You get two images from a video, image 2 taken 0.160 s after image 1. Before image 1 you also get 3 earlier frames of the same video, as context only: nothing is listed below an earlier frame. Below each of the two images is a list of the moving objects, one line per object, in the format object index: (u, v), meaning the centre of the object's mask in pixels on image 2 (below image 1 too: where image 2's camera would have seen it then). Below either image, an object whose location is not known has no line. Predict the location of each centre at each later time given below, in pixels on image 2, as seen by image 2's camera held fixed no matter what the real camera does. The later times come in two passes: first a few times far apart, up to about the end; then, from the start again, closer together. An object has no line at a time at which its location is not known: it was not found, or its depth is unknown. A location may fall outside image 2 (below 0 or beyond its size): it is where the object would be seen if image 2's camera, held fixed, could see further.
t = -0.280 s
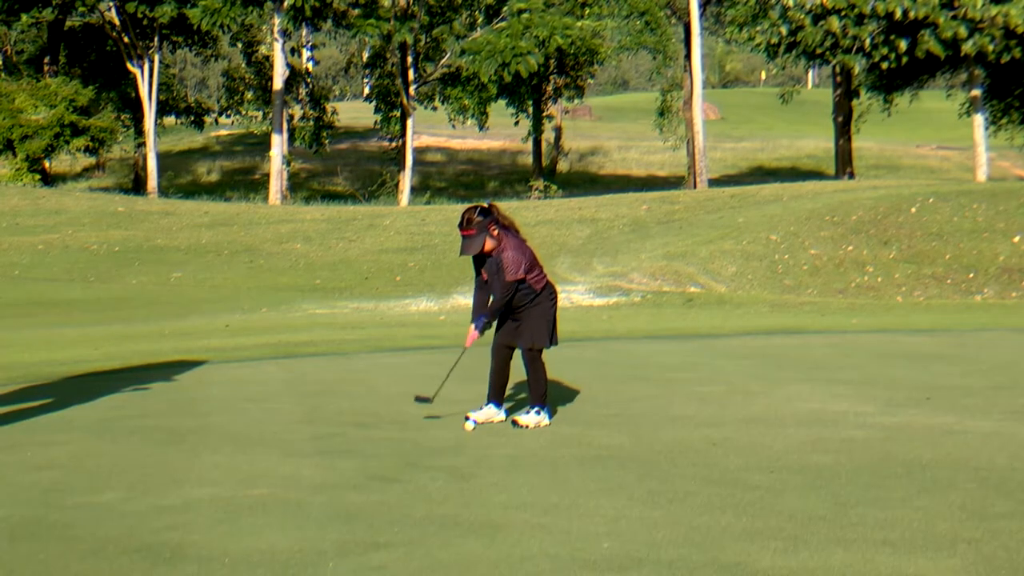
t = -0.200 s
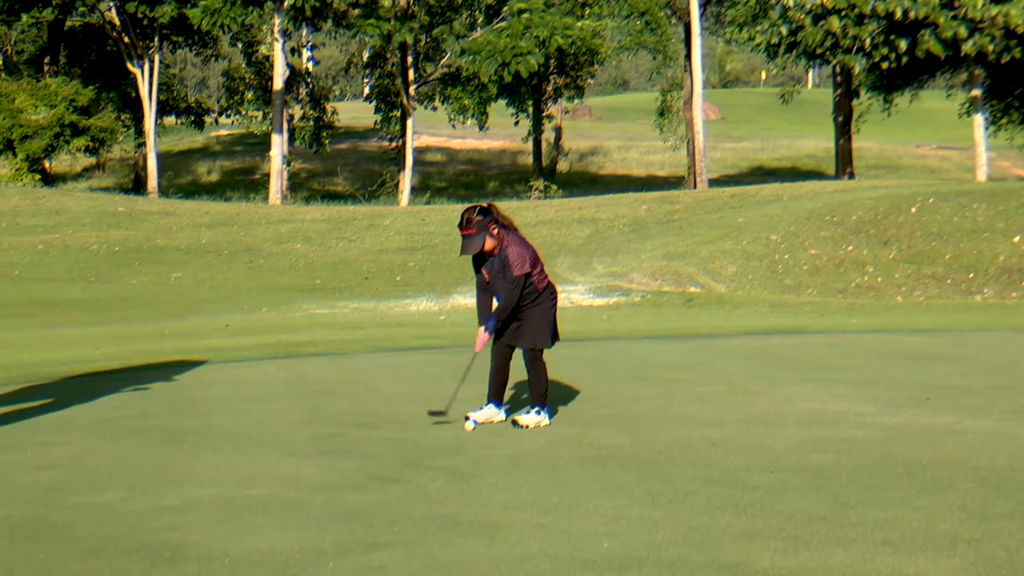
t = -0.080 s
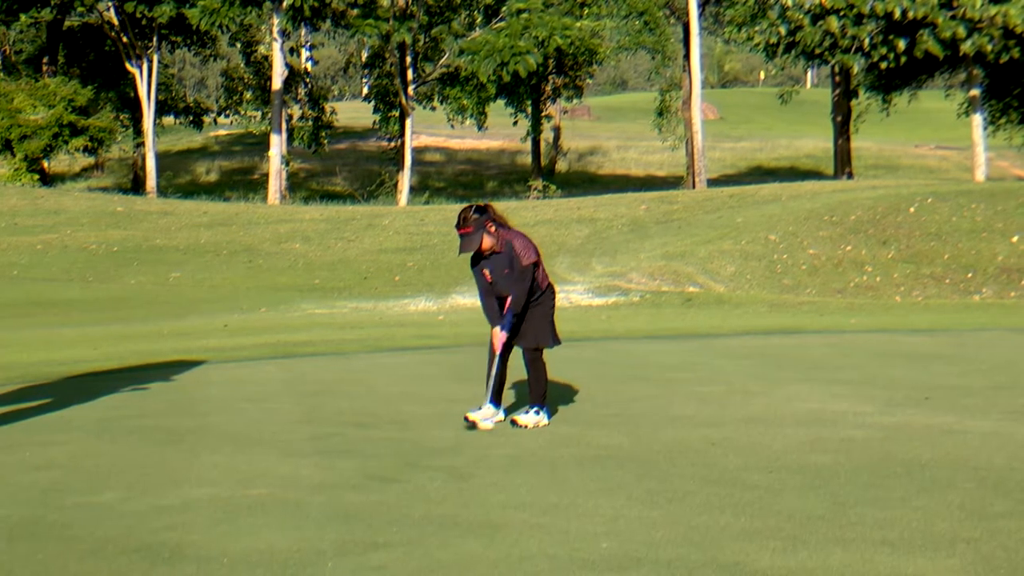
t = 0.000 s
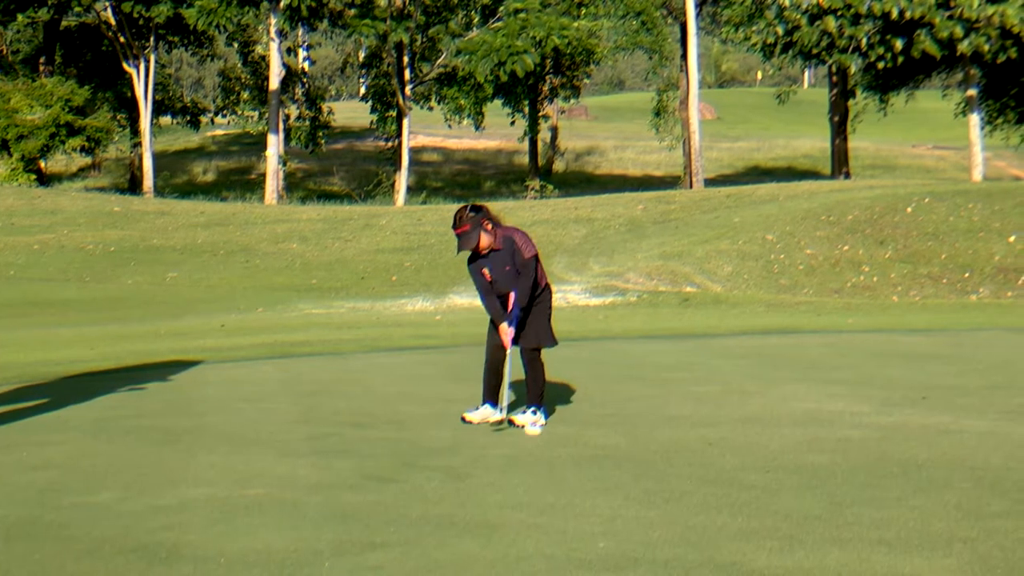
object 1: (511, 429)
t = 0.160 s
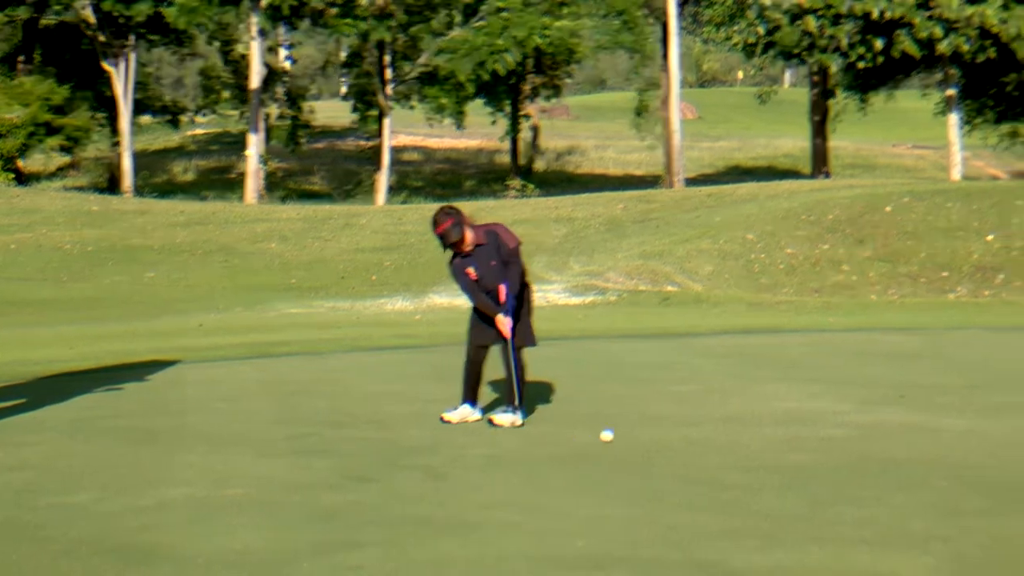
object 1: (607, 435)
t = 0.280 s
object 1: (675, 444)
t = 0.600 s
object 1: (853, 460)
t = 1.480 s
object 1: (1412, 526)
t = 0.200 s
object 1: (630, 438)
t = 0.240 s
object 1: (652, 441)
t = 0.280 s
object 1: (675, 444)
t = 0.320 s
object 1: (696, 444)
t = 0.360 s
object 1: (718, 446)
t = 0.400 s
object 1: (740, 450)
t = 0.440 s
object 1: (762, 452)
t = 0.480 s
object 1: (784, 454)
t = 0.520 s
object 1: (807, 455)
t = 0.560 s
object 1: (830, 458)
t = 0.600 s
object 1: (853, 460)
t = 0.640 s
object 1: (876, 462)
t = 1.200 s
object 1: (1220, 501)
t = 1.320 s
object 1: (1300, 512)
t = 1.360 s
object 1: (1328, 516)
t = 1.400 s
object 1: (1355, 519)
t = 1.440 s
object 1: (1384, 522)
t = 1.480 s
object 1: (1412, 526)
